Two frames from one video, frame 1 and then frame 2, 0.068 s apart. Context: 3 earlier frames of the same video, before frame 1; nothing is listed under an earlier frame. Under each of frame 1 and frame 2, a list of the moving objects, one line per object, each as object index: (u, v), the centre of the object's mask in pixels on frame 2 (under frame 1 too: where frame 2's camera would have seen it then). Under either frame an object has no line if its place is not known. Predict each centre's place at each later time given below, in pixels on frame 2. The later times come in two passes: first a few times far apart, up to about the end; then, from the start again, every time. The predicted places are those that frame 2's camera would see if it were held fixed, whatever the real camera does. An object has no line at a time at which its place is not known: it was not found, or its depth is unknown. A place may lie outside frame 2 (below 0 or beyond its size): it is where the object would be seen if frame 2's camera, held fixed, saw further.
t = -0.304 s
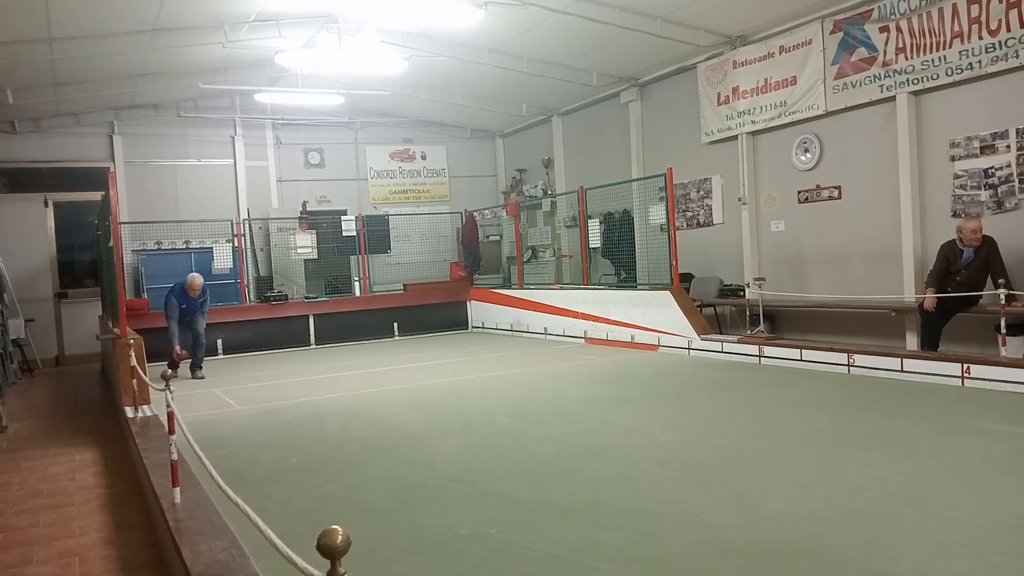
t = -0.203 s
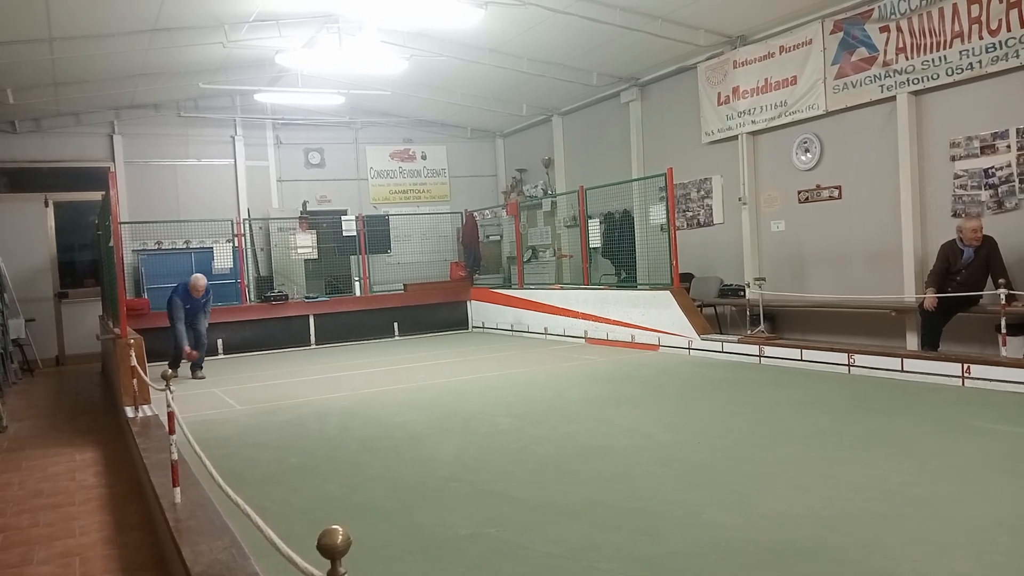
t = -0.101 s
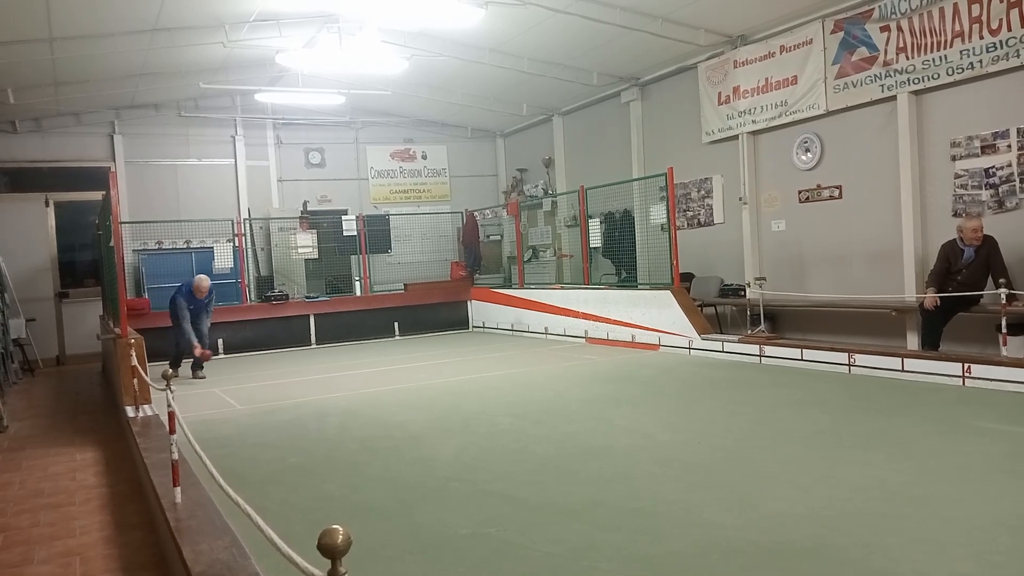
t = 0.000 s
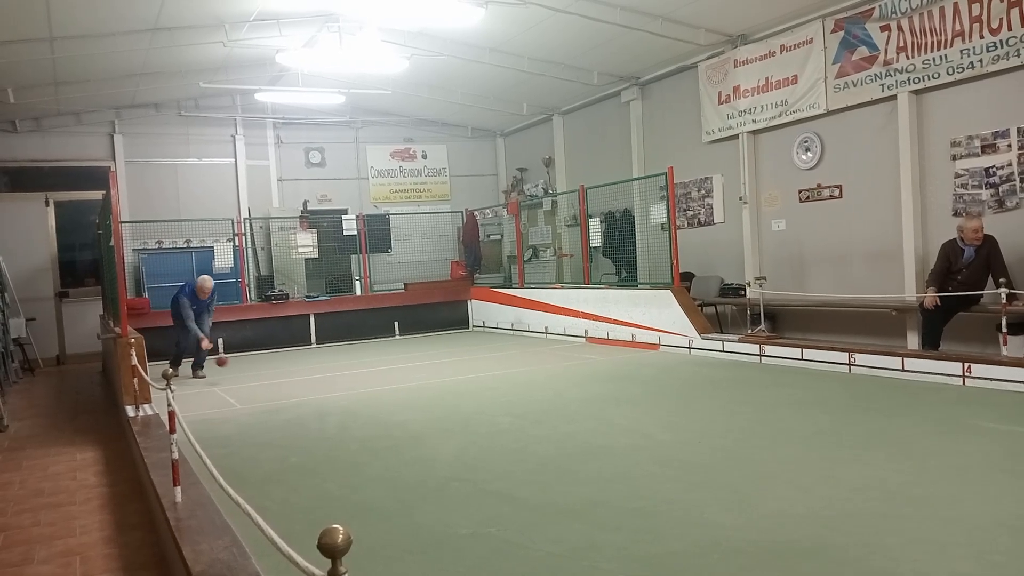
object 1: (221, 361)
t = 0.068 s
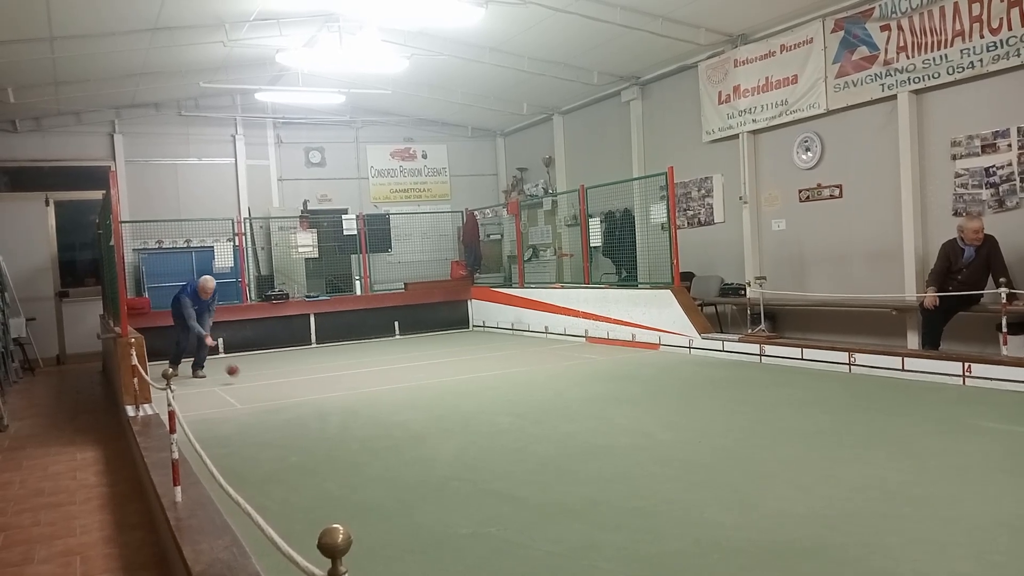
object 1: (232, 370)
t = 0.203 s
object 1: (250, 374)
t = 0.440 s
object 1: (282, 381)
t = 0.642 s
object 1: (312, 383)
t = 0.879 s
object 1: (349, 385)
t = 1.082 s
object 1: (382, 387)
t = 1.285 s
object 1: (418, 389)
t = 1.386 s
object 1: (437, 390)
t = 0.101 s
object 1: (238, 378)
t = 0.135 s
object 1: (242, 376)
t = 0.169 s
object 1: (246, 374)
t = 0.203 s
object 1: (250, 374)
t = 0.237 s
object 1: (254, 374)
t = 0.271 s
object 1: (258, 376)
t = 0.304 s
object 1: (263, 379)
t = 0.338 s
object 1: (268, 380)
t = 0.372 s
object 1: (272, 380)
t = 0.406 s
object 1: (277, 381)
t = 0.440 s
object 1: (282, 381)
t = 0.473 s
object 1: (287, 382)
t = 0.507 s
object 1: (292, 382)
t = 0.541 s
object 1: (297, 382)
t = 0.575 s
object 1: (302, 382)
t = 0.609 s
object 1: (306, 383)
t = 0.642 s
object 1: (312, 383)
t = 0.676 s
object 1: (317, 383)
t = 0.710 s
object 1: (322, 384)
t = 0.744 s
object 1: (327, 384)
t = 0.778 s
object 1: (332, 384)
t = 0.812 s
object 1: (338, 385)
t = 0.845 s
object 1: (343, 385)
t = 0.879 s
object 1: (349, 385)
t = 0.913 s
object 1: (354, 386)
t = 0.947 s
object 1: (360, 386)
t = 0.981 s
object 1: (365, 386)
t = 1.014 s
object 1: (371, 386)
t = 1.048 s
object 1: (377, 387)
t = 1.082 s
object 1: (382, 387)
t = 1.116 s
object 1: (388, 387)
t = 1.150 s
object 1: (394, 388)
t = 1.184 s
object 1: (400, 388)
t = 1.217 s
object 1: (407, 389)
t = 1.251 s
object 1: (412, 389)
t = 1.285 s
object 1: (418, 389)
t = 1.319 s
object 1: (424, 389)
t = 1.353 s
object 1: (430, 390)
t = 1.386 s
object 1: (437, 390)
